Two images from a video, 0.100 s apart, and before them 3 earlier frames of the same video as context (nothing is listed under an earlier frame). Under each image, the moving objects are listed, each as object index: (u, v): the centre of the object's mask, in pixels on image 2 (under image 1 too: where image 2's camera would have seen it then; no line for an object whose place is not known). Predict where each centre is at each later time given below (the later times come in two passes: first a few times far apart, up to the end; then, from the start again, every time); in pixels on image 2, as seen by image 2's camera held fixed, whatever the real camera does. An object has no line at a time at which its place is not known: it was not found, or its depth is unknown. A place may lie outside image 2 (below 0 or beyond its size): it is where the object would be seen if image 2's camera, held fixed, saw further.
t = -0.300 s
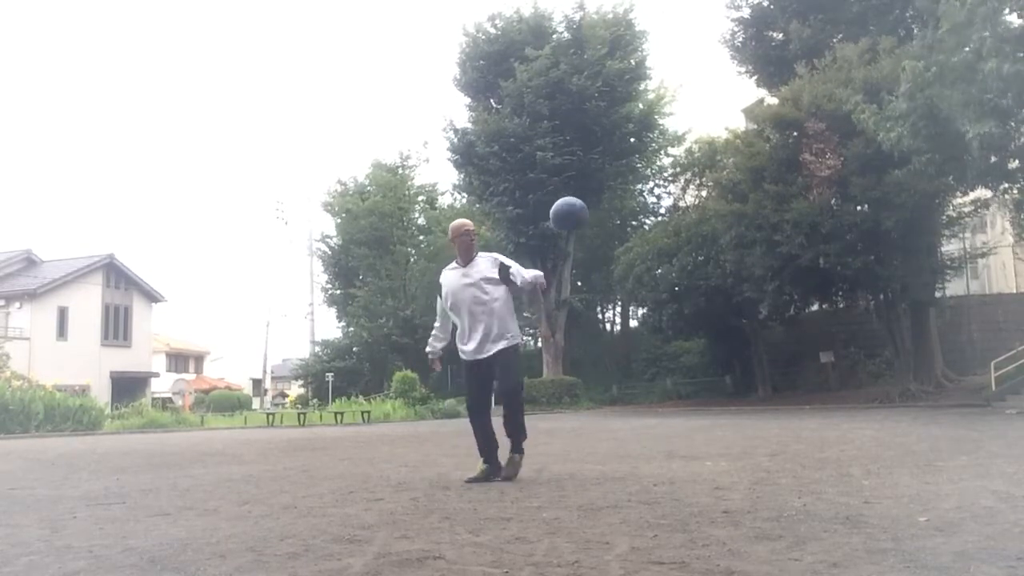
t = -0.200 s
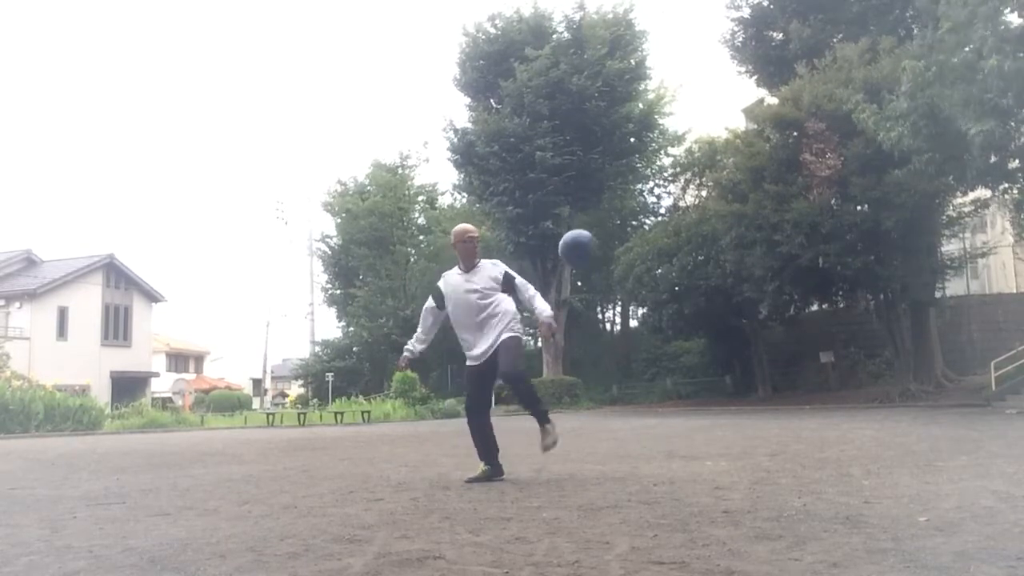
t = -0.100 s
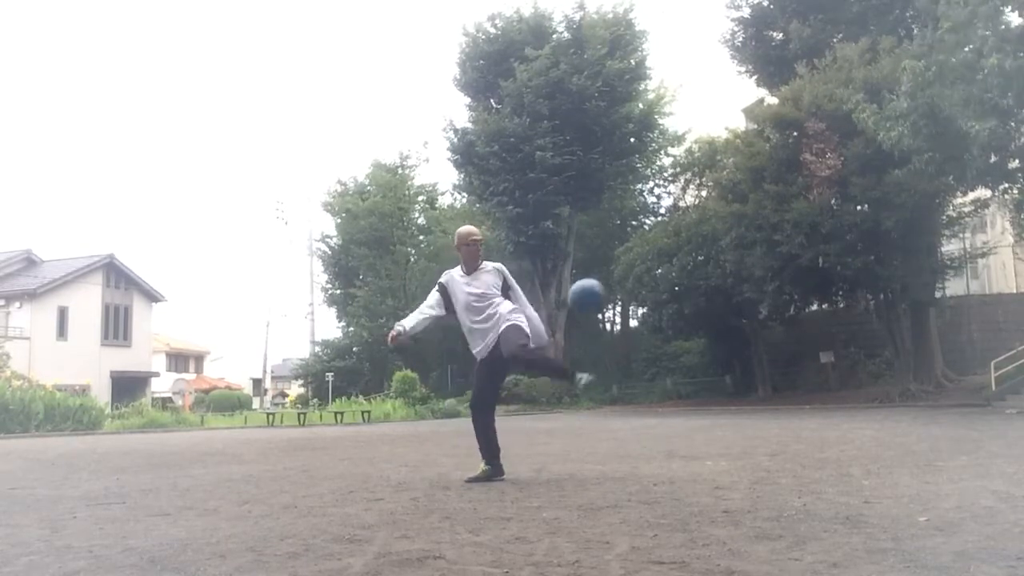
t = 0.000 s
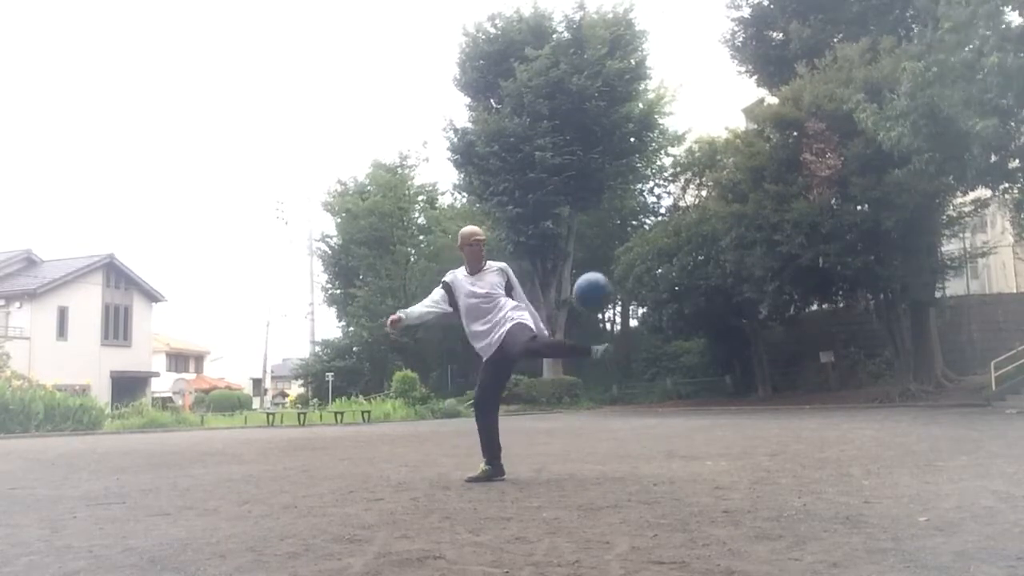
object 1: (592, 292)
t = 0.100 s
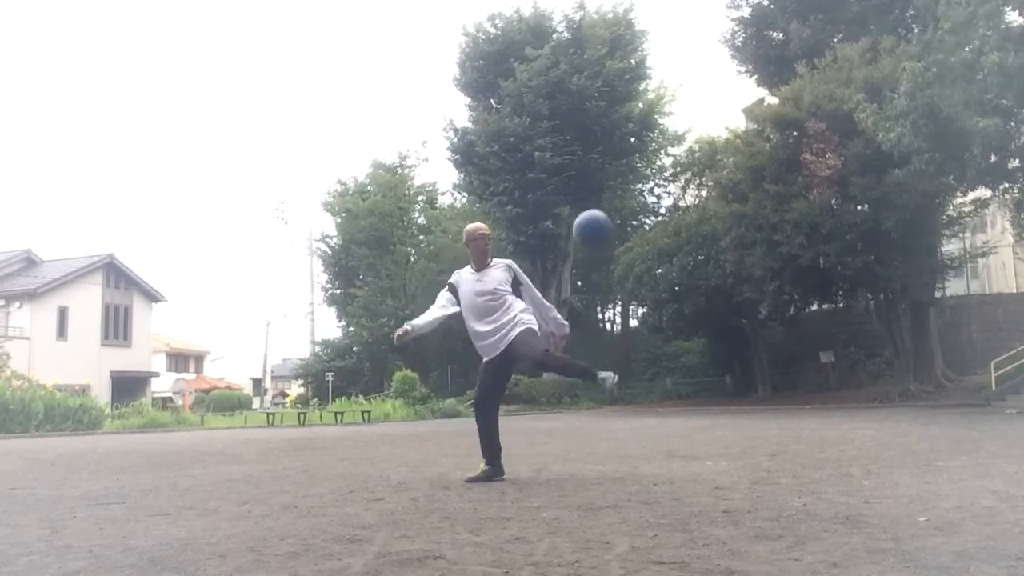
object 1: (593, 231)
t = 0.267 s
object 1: (593, 166)
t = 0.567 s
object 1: (602, 172)
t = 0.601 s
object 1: (604, 182)
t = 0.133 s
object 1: (593, 212)
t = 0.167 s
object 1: (593, 198)
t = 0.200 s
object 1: (593, 186)
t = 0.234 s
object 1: (593, 175)
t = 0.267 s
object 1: (593, 166)
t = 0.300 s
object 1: (594, 160)
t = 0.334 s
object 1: (595, 155)
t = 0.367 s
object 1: (596, 152)
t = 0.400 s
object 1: (597, 151)
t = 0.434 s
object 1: (598, 152)
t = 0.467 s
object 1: (599, 154)
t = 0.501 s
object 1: (600, 158)
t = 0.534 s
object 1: (600, 165)
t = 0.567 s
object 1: (602, 172)
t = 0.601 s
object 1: (604, 182)
